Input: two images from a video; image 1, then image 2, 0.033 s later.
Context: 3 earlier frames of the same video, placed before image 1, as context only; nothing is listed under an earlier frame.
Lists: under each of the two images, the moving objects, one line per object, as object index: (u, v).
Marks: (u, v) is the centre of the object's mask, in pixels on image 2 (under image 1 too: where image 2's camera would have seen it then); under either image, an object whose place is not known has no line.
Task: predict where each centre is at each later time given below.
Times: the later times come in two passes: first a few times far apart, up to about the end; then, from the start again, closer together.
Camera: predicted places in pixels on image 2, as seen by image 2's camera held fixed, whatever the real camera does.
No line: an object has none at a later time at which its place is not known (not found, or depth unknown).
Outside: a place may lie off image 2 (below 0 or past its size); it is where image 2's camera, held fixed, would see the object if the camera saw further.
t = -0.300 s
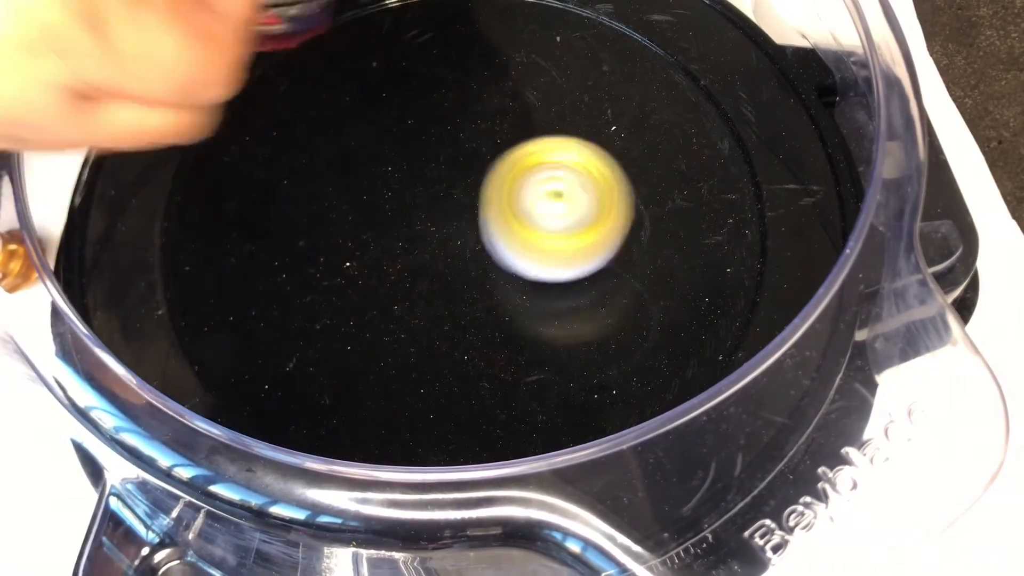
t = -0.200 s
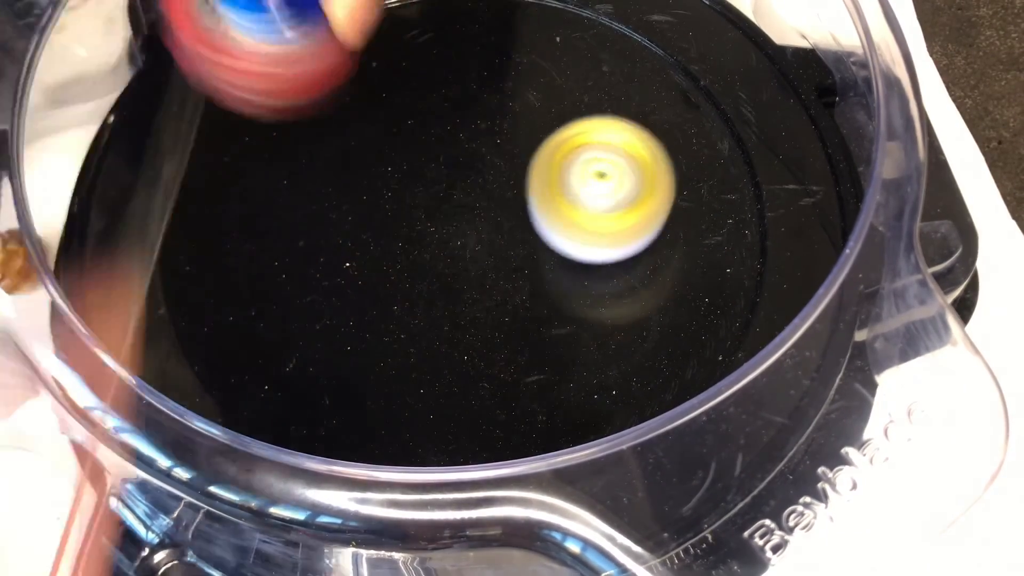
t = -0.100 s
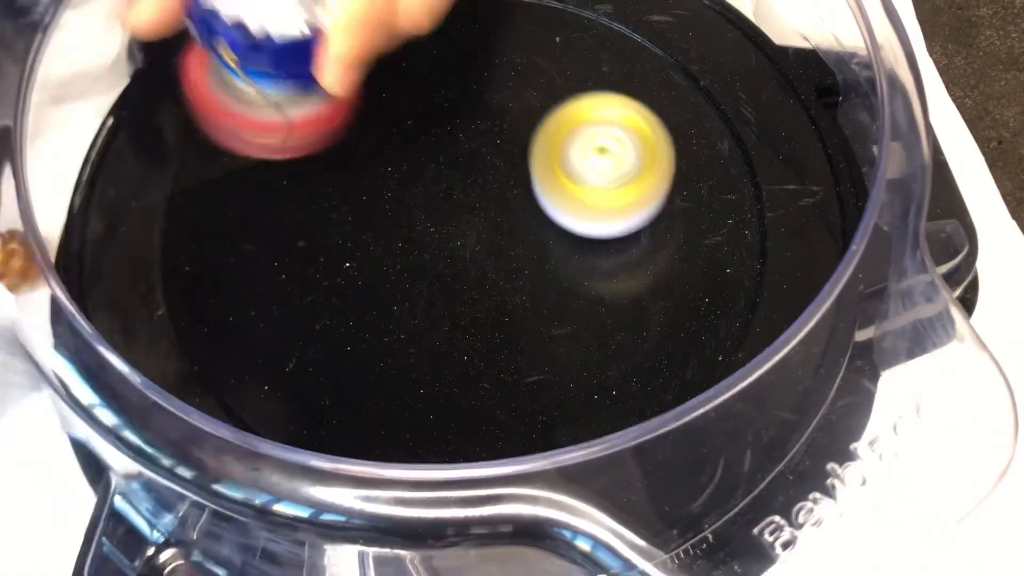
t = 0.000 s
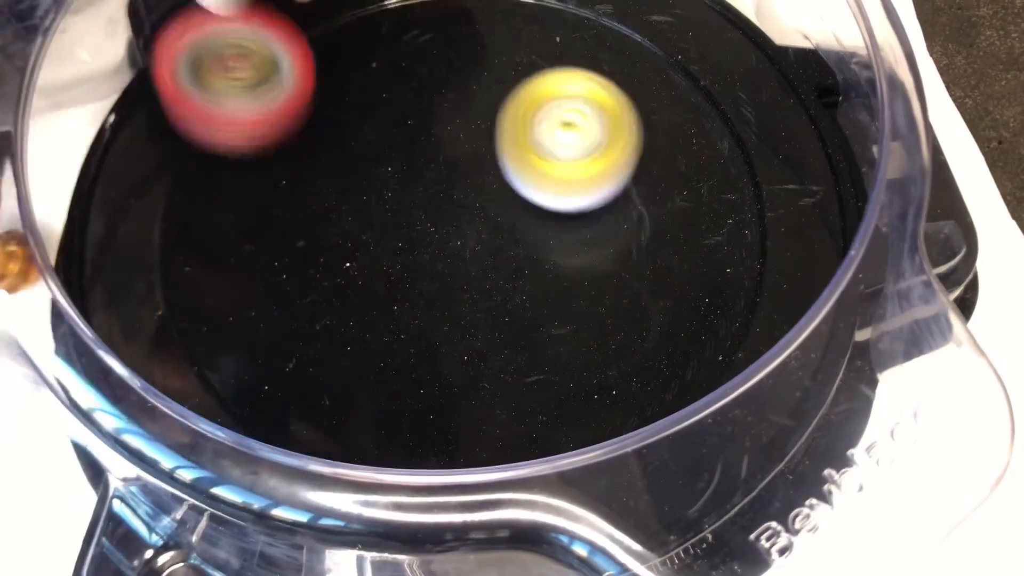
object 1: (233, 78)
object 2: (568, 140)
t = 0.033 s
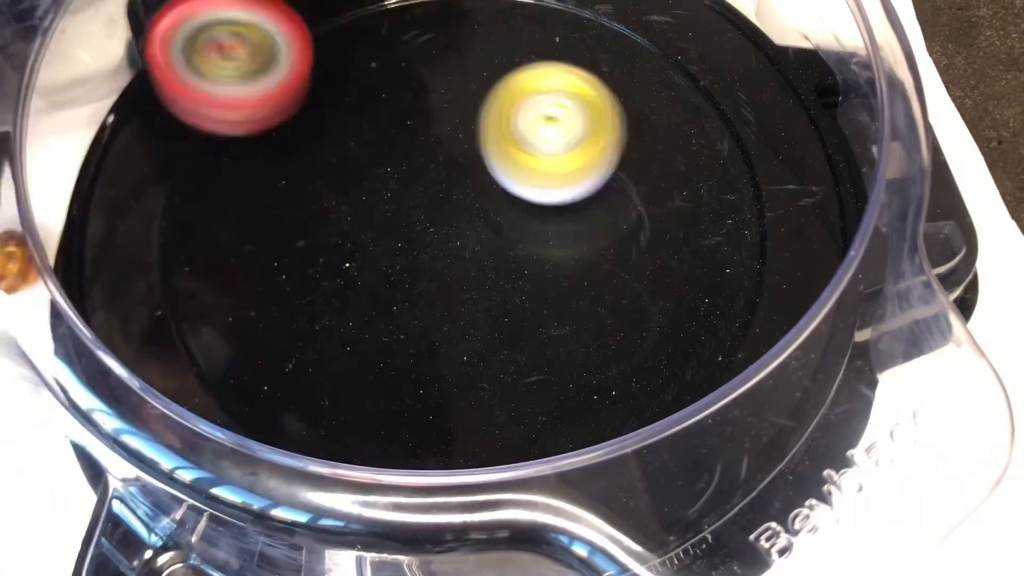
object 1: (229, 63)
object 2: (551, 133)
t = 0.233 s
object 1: (303, 150)
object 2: (469, 140)
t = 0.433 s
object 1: (163, 267)
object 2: (683, 169)
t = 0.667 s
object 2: (633, 190)
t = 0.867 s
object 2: (520, 100)
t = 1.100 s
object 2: (405, 192)
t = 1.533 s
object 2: (566, 329)
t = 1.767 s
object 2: (771, 213)
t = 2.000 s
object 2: (699, 102)
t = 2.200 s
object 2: (437, 125)
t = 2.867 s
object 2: (681, 96)
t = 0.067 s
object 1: (232, 64)
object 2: (533, 127)
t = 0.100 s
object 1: (242, 79)
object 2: (515, 124)
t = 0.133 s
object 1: (259, 105)
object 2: (498, 122)
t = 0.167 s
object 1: (274, 105)
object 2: (482, 124)
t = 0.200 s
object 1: (294, 121)
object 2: (467, 131)
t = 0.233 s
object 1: (303, 150)
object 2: (469, 140)
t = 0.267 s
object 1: (263, 162)
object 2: (515, 145)
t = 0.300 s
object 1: (224, 181)
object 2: (559, 151)
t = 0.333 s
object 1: (192, 198)
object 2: (601, 156)
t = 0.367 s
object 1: (168, 217)
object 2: (633, 162)
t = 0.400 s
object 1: (159, 241)
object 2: (661, 166)
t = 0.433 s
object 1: (163, 267)
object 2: (683, 169)
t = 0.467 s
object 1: (182, 294)
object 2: (696, 173)
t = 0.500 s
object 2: (701, 178)
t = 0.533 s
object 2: (699, 181)
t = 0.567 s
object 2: (690, 184)
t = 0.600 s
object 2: (675, 187)
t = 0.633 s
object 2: (655, 189)
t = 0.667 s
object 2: (633, 190)
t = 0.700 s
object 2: (609, 178)
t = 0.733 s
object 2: (591, 160)
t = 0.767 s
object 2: (574, 141)
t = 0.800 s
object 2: (558, 122)
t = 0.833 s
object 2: (540, 107)
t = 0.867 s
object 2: (520, 100)
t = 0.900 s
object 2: (502, 98)
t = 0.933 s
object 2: (484, 101)
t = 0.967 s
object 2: (465, 110)
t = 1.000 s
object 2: (447, 124)
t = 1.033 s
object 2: (431, 143)
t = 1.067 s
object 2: (416, 166)
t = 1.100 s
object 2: (405, 192)
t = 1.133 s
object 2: (397, 220)
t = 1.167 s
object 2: (394, 247)
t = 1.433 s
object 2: (505, 353)
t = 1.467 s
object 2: (526, 348)
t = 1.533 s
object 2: (566, 329)
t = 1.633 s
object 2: (612, 280)
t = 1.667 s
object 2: (623, 262)
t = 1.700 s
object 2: (682, 249)
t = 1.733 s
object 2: (735, 238)
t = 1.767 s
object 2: (771, 213)
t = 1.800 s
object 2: (791, 191)
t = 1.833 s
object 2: (803, 174)
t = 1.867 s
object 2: (799, 153)
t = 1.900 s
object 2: (786, 136)
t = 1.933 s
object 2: (763, 120)
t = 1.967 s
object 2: (734, 108)
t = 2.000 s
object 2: (699, 102)
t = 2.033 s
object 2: (662, 95)
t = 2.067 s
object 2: (619, 92)
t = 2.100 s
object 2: (573, 94)
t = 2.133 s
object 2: (526, 100)
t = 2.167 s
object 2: (478, 111)
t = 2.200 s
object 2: (437, 125)
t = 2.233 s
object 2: (436, 145)
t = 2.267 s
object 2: (446, 168)
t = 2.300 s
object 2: (455, 193)
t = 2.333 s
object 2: (463, 219)
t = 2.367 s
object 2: (473, 244)
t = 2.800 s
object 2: (732, 165)
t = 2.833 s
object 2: (710, 128)
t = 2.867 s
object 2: (681, 96)
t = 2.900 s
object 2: (646, 72)
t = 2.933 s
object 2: (610, 57)
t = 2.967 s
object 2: (591, 56)
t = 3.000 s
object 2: (573, 63)
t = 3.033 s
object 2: (552, 76)
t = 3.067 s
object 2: (527, 93)
